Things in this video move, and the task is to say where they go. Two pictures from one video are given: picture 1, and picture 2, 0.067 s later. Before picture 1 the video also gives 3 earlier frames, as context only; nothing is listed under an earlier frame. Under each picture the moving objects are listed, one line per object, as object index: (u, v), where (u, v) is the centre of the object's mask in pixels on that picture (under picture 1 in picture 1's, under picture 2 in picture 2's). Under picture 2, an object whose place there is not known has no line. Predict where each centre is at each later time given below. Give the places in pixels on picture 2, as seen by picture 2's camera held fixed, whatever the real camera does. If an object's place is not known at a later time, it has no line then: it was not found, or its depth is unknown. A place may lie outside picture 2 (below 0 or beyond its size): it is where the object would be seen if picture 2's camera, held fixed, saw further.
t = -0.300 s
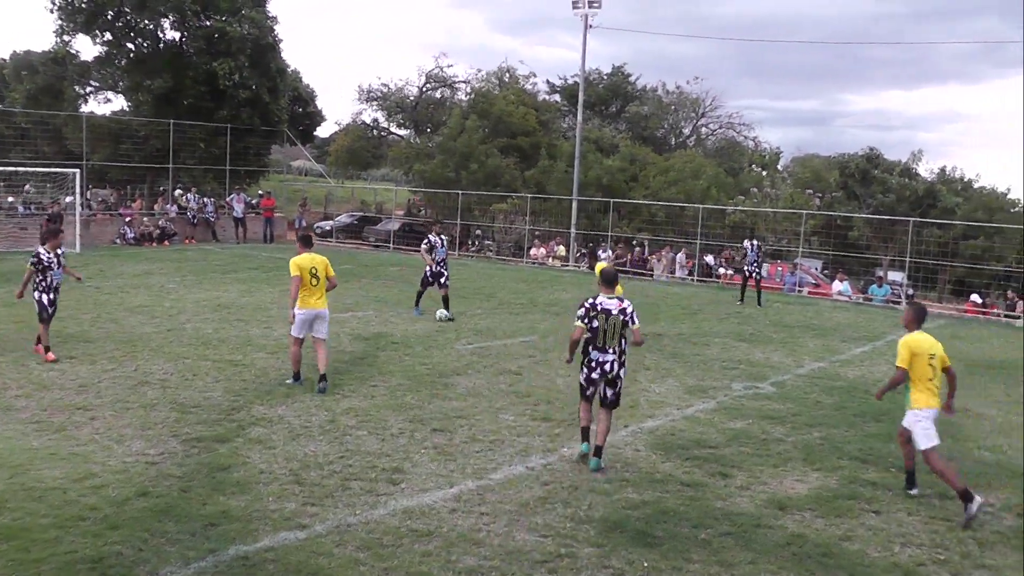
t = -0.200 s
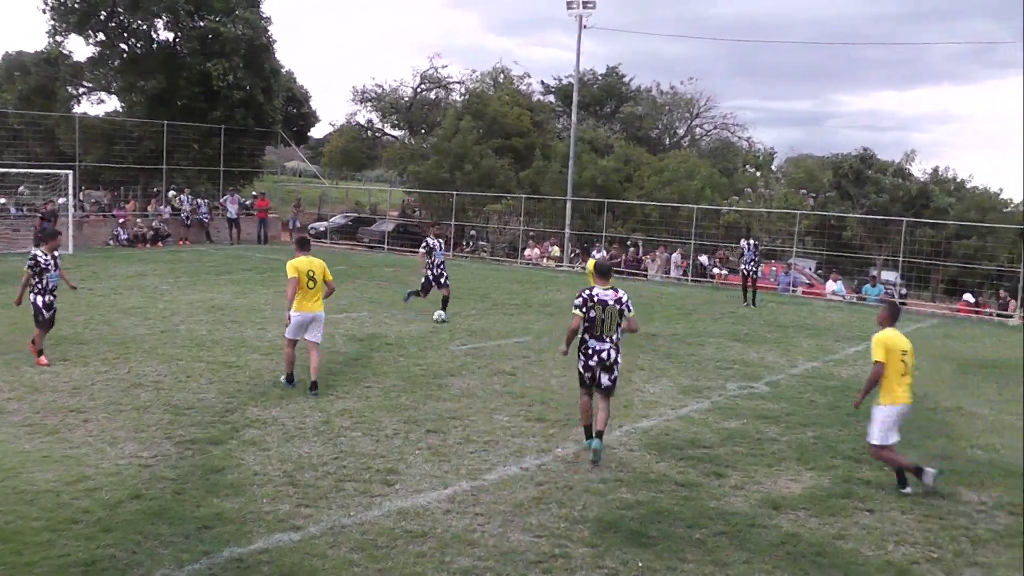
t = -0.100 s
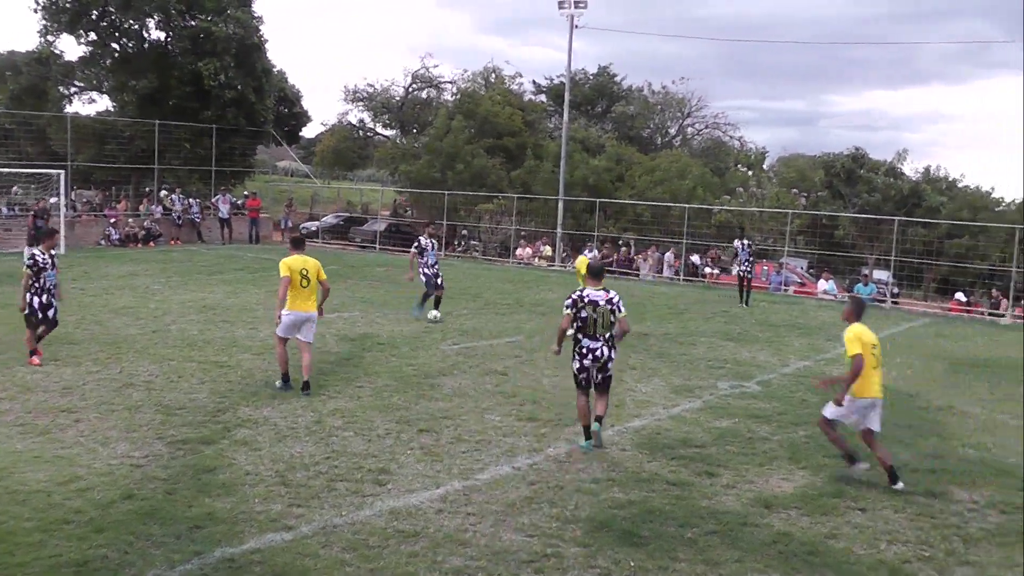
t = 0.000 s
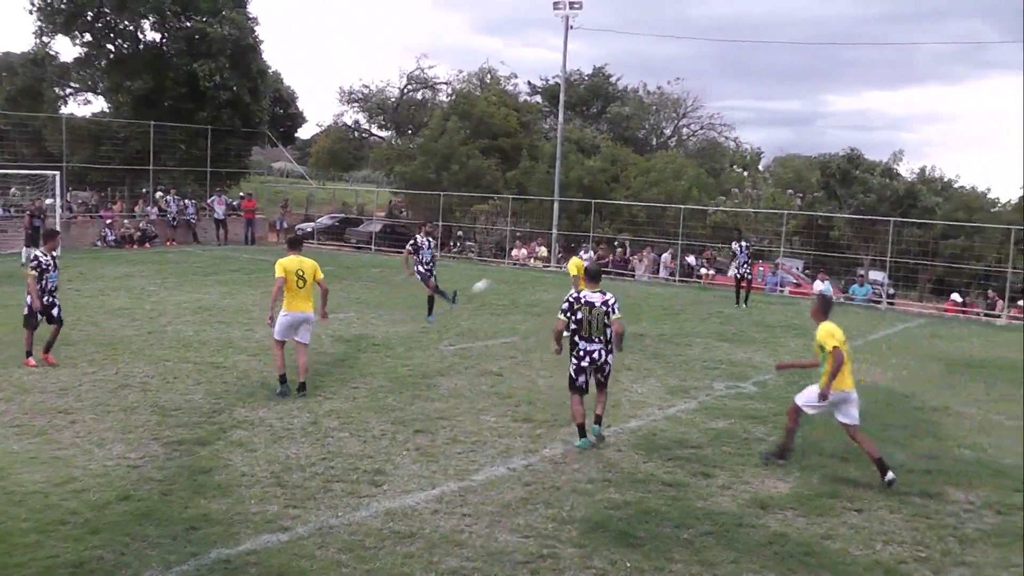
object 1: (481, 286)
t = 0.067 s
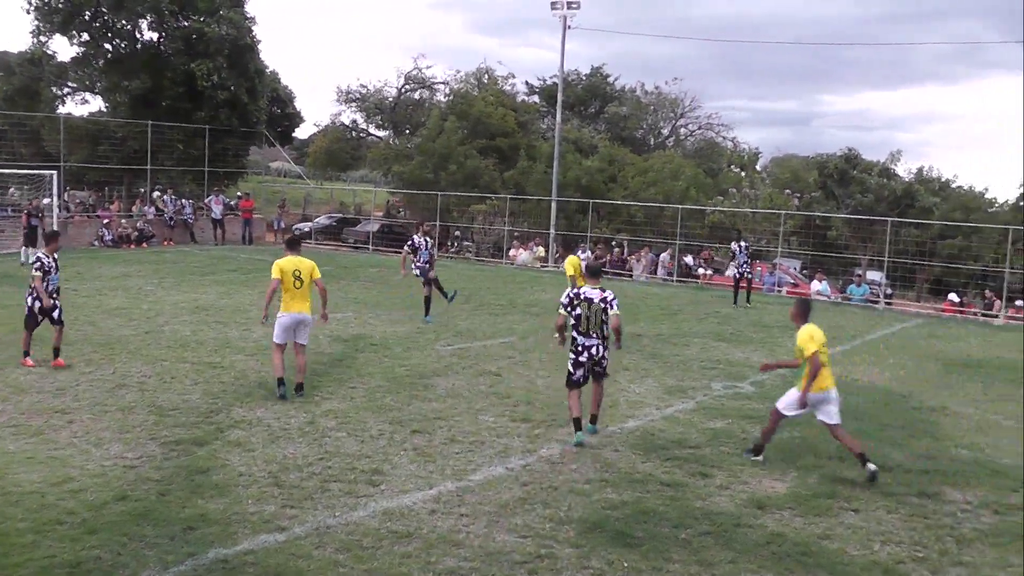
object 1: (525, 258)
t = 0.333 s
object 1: (736, 154)
